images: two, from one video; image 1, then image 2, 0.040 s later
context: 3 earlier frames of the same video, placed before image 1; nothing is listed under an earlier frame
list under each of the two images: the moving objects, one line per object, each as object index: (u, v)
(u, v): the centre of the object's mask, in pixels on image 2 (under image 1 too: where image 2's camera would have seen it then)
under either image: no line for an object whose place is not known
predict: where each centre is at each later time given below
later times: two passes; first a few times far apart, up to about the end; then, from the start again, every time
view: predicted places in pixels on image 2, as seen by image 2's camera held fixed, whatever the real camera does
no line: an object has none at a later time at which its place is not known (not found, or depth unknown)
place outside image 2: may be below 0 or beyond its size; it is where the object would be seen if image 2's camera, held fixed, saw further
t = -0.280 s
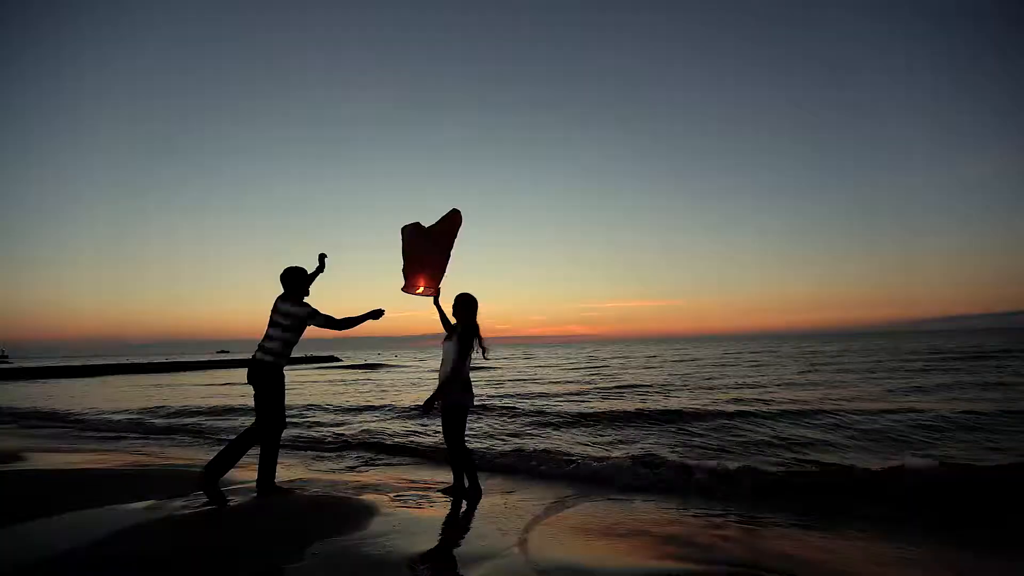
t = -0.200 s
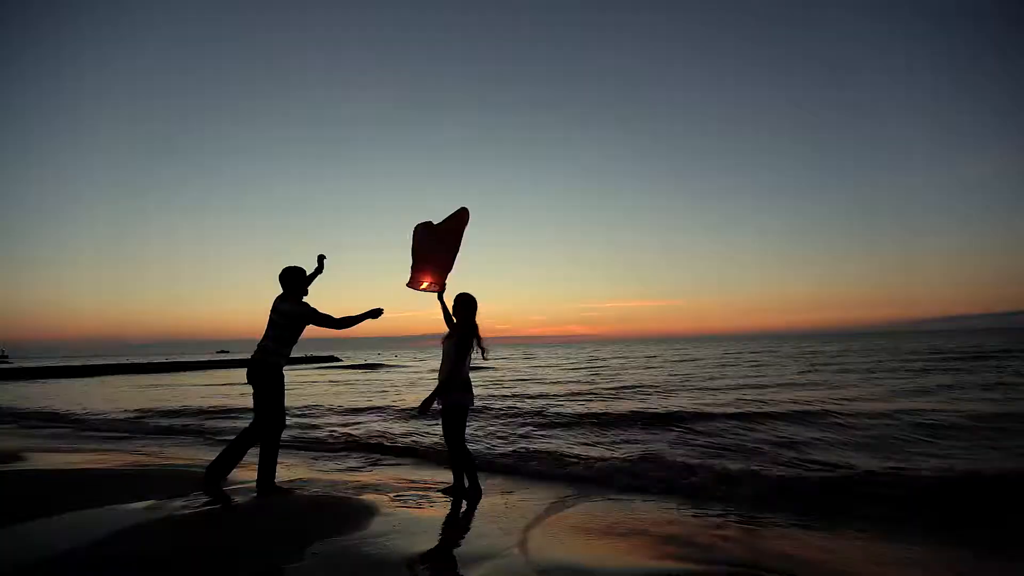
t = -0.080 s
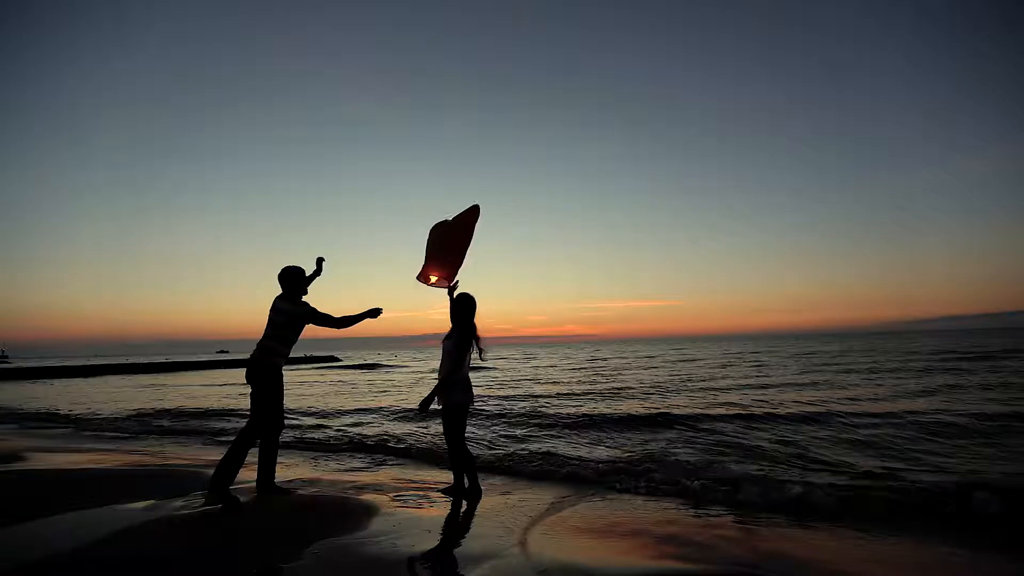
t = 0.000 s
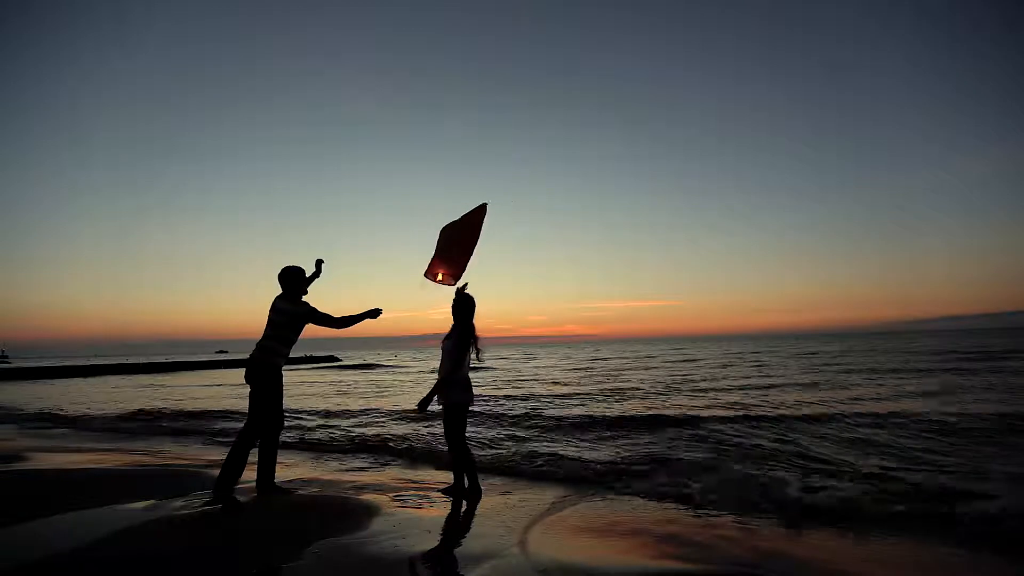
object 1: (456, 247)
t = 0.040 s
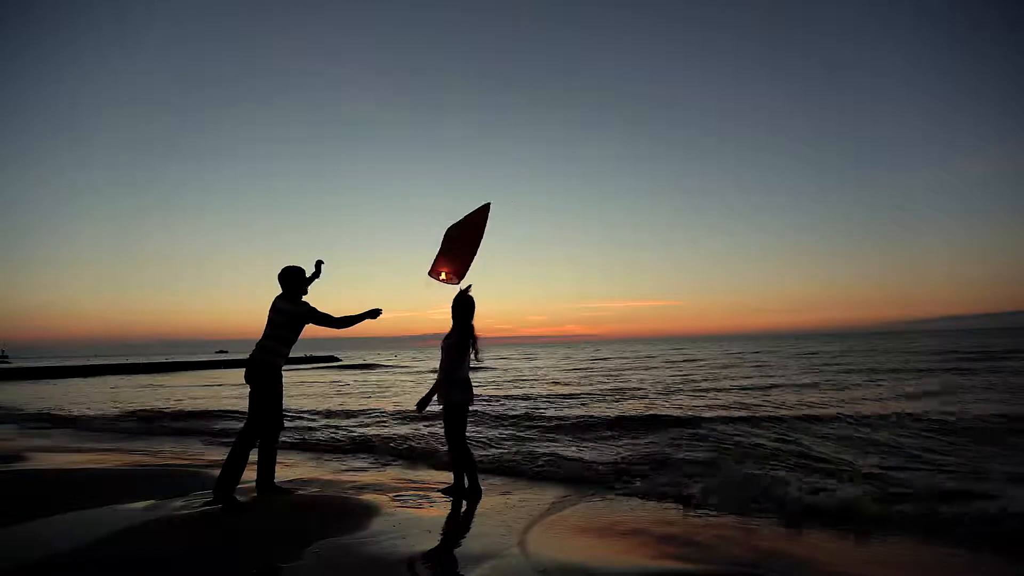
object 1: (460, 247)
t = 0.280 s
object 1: (485, 246)
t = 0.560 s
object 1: (516, 248)
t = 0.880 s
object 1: (551, 253)
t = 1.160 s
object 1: (581, 258)
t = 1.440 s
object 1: (609, 264)
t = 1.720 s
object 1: (636, 269)
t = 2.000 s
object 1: (663, 274)
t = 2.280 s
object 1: (687, 278)
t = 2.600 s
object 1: (711, 283)
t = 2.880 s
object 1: (730, 288)
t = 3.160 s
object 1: (748, 292)
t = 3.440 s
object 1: (764, 297)
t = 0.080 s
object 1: (464, 247)
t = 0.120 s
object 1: (468, 246)
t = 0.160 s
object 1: (472, 246)
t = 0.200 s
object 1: (476, 246)
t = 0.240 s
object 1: (481, 246)
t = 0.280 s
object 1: (485, 246)
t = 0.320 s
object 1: (489, 246)
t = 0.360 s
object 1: (494, 246)
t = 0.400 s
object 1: (498, 246)
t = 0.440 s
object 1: (502, 246)
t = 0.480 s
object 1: (507, 247)
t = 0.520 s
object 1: (511, 247)
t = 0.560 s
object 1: (516, 248)
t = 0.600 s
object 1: (520, 248)
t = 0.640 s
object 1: (525, 249)
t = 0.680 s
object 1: (529, 249)
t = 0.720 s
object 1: (533, 250)
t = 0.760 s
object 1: (538, 251)
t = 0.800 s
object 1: (542, 251)
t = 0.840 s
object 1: (547, 252)
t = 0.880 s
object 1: (551, 253)
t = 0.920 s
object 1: (555, 254)
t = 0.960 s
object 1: (559, 254)
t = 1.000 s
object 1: (563, 255)
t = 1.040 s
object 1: (567, 256)
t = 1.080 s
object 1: (572, 257)
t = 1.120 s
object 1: (576, 258)
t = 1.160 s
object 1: (581, 258)
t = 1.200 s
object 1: (585, 259)
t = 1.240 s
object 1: (589, 259)
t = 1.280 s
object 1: (593, 260)
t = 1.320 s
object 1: (597, 261)
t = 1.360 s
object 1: (601, 262)
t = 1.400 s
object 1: (605, 263)
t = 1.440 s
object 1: (609, 264)
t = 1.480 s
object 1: (613, 265)
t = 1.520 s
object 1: (617, 265)
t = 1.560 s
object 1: (621, 266)
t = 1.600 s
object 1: (625, 267)
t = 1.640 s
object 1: (629, 268)
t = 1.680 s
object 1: (633, 268)
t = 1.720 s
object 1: (636, 269)
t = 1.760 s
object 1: (641, 270)
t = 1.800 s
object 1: (645, 270)
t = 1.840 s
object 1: (648, 271)
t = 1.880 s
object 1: (652, 272)
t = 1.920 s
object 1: (656, 272)
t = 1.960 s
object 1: (659, 273)
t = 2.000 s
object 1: (663, 274)
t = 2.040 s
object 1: (667, 274)
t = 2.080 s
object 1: (670, 275)
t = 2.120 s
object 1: (673, 276)
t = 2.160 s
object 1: (677, 276)
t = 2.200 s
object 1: (680, 277)
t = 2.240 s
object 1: (684, 277)
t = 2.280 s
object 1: (687, 278)
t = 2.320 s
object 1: (690, 278)
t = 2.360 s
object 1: (693, 279)
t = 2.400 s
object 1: (696, 280)
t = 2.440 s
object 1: (699, 281)
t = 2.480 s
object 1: (702, 281)
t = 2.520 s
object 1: (705, 282)
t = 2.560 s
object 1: (708, 283)
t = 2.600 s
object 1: (711, 283)
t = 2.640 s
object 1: (714, 284)
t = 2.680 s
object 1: (716, 285)
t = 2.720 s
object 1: (719, 285)
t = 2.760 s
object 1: (722, 286)
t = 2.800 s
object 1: (725, 287)
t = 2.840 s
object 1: (728, 287)
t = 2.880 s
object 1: (730, 288)
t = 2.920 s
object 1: (733, 289)
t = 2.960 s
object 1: (736, 289)
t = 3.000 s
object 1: (738, 290)
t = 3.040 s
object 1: (741, 290)
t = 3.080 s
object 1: (743, 291)
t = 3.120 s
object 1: (746, 292)
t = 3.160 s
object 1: (748, 292)
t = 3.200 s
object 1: (750, 293)
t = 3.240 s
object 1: (752, 294)
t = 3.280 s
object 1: (755, 295)
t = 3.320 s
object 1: (757, 295)
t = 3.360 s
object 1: (760, 296)
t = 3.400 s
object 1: (762, 296)
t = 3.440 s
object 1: (764, 297)
